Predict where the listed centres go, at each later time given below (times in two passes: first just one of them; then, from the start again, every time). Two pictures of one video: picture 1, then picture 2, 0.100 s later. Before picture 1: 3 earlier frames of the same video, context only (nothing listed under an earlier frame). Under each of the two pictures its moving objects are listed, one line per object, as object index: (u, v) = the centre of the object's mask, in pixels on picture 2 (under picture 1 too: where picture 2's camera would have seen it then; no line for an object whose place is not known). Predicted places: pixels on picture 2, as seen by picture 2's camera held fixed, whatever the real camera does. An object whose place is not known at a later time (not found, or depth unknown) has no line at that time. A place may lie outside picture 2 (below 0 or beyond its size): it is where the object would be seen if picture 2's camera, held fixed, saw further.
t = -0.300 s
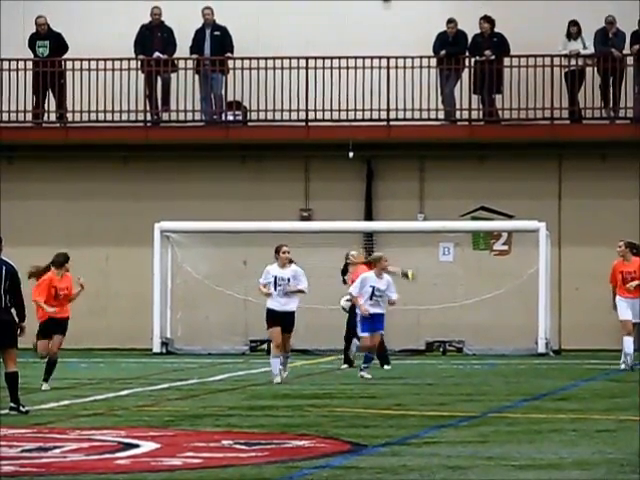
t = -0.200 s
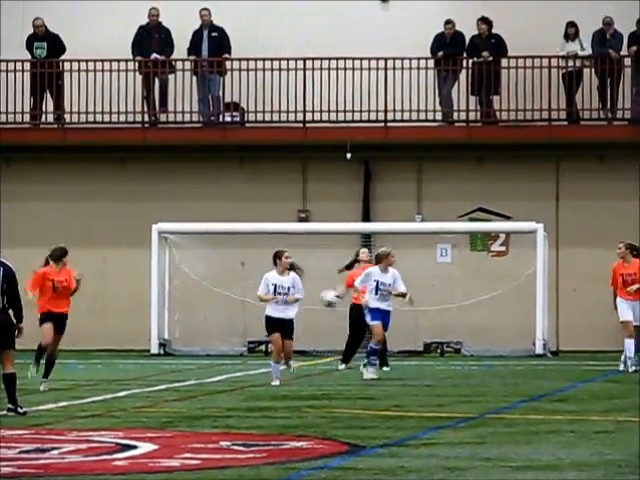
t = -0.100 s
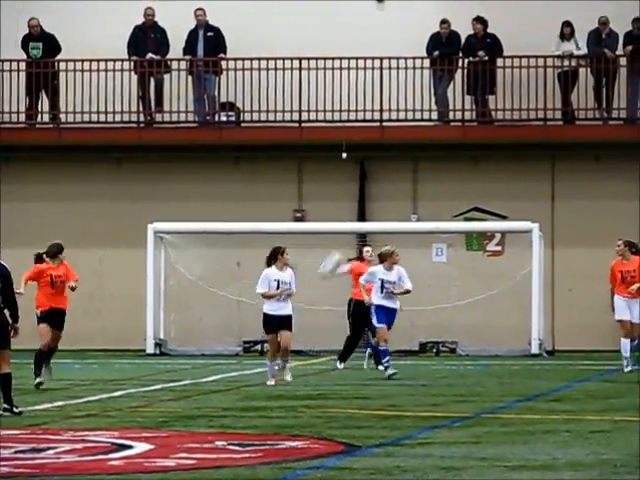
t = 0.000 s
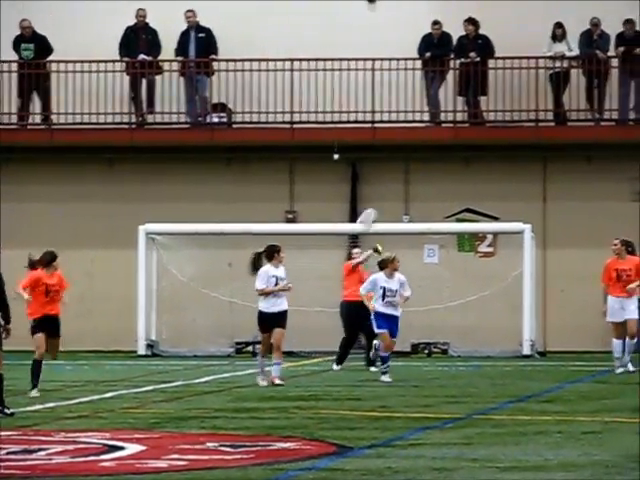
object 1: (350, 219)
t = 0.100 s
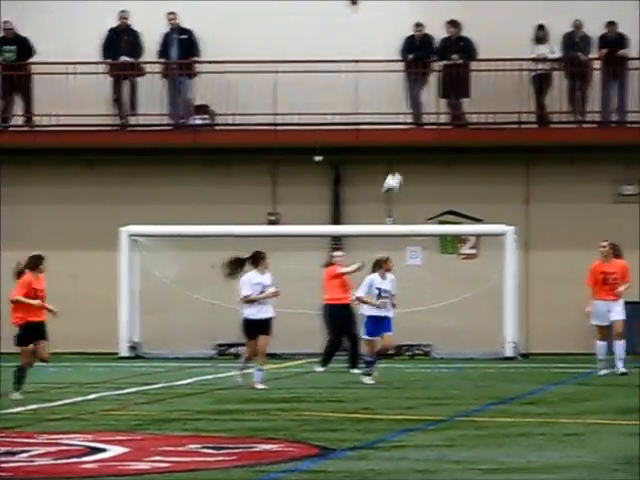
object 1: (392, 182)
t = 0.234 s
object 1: (443, 143)
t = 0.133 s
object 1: (405, 172)
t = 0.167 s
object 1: (417, 161)
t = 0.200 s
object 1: (429, 151)
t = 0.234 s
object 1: (443, 143)
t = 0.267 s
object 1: (456, 134)
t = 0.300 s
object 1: (469, 127)
